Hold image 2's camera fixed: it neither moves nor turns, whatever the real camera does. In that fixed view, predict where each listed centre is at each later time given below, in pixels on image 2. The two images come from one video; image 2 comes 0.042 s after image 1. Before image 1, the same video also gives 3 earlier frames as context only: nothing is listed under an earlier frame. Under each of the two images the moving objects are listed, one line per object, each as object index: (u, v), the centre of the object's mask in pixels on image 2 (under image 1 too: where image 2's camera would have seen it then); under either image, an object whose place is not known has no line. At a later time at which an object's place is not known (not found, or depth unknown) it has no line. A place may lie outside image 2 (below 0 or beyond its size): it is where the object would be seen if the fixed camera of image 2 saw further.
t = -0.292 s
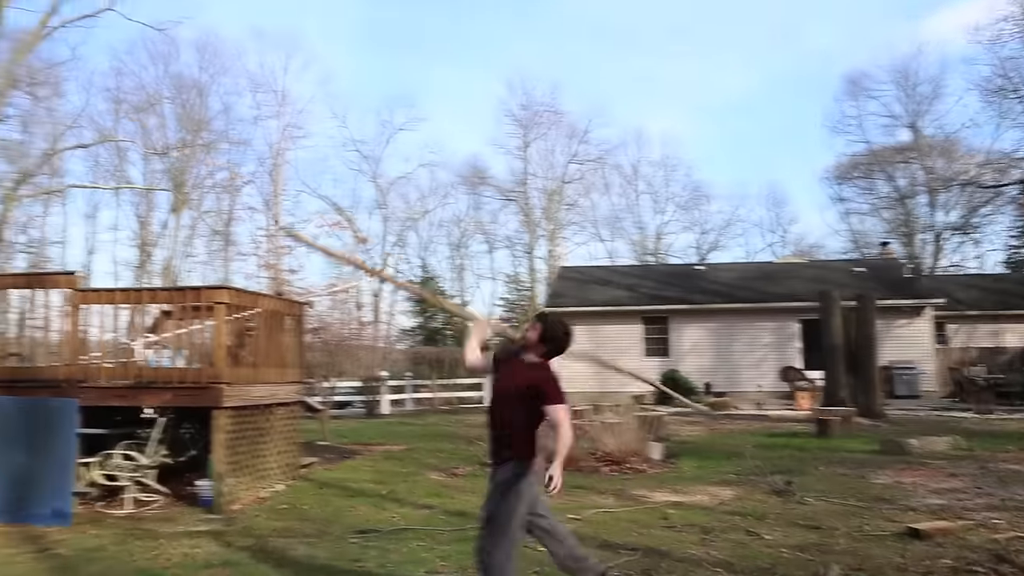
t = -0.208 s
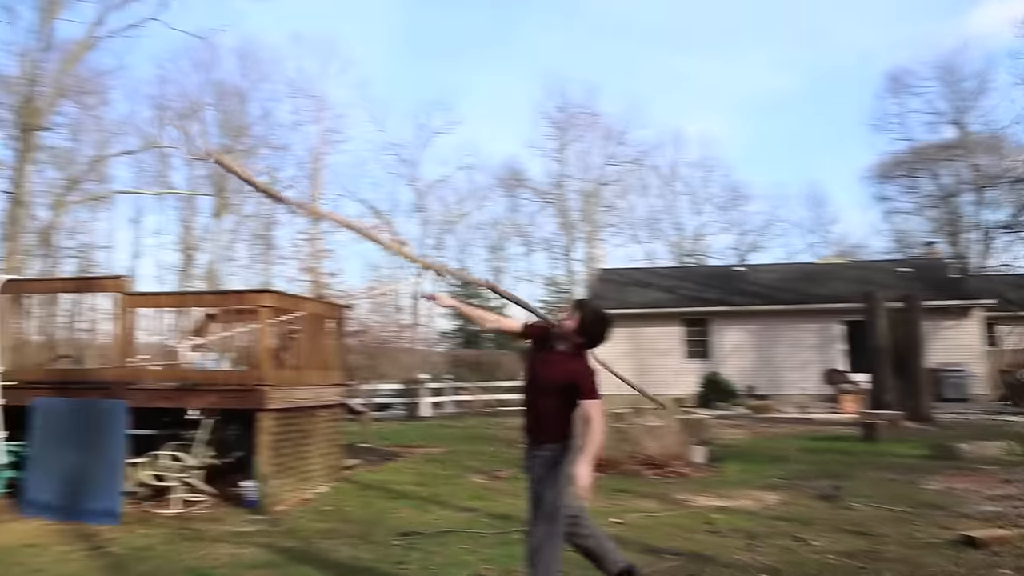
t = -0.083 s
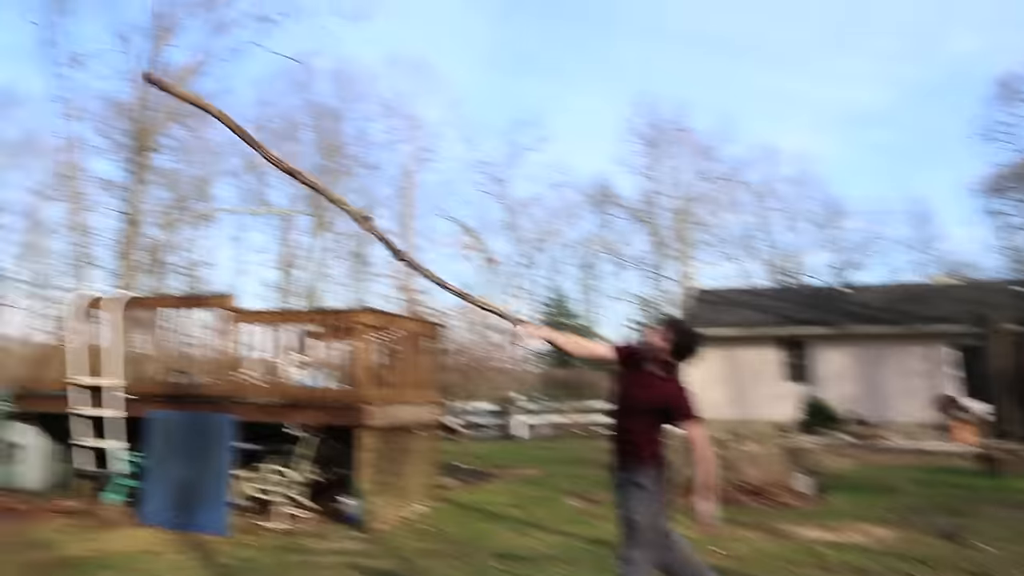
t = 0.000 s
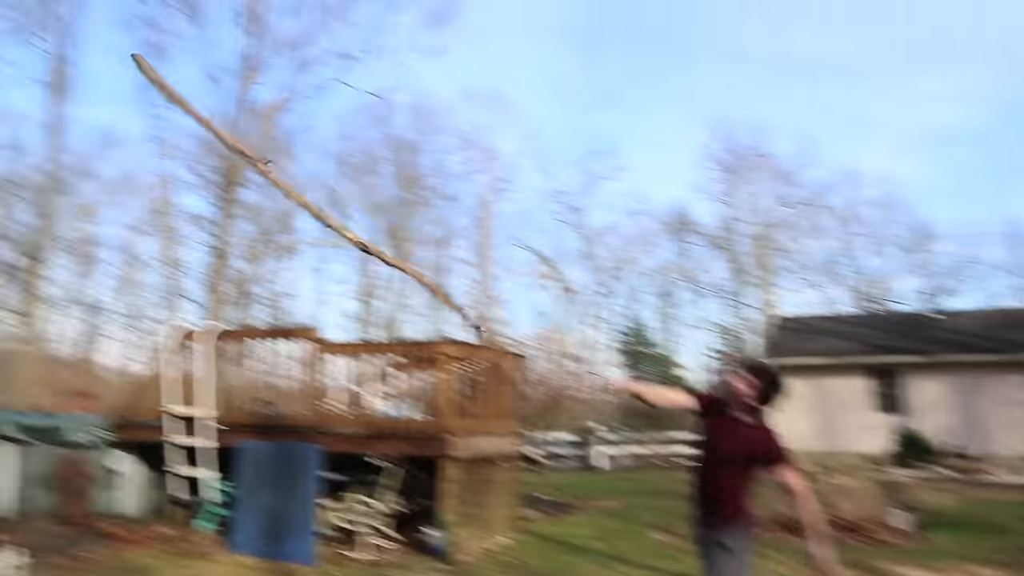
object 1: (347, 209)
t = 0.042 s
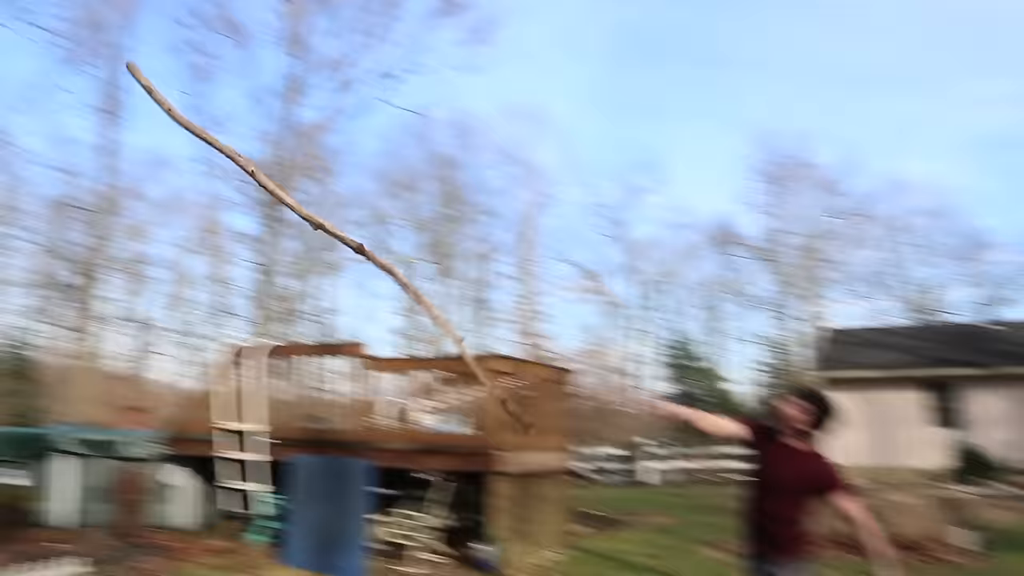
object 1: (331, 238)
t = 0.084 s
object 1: (275, 231)
